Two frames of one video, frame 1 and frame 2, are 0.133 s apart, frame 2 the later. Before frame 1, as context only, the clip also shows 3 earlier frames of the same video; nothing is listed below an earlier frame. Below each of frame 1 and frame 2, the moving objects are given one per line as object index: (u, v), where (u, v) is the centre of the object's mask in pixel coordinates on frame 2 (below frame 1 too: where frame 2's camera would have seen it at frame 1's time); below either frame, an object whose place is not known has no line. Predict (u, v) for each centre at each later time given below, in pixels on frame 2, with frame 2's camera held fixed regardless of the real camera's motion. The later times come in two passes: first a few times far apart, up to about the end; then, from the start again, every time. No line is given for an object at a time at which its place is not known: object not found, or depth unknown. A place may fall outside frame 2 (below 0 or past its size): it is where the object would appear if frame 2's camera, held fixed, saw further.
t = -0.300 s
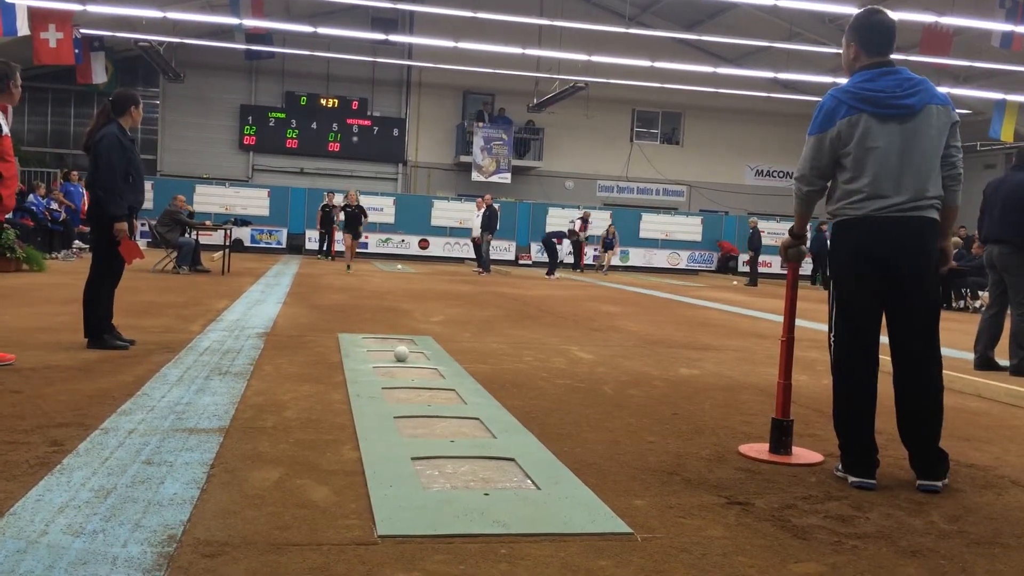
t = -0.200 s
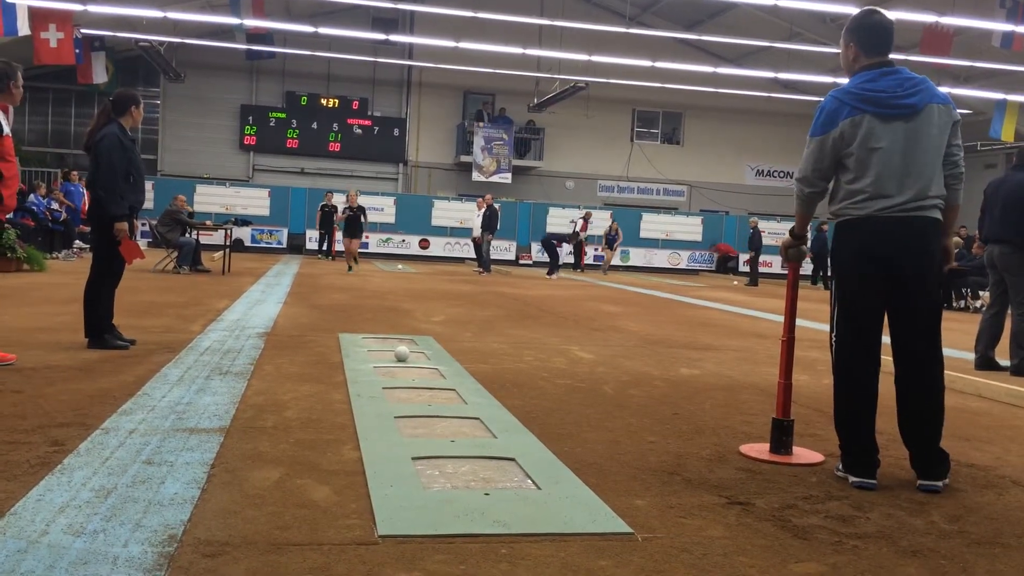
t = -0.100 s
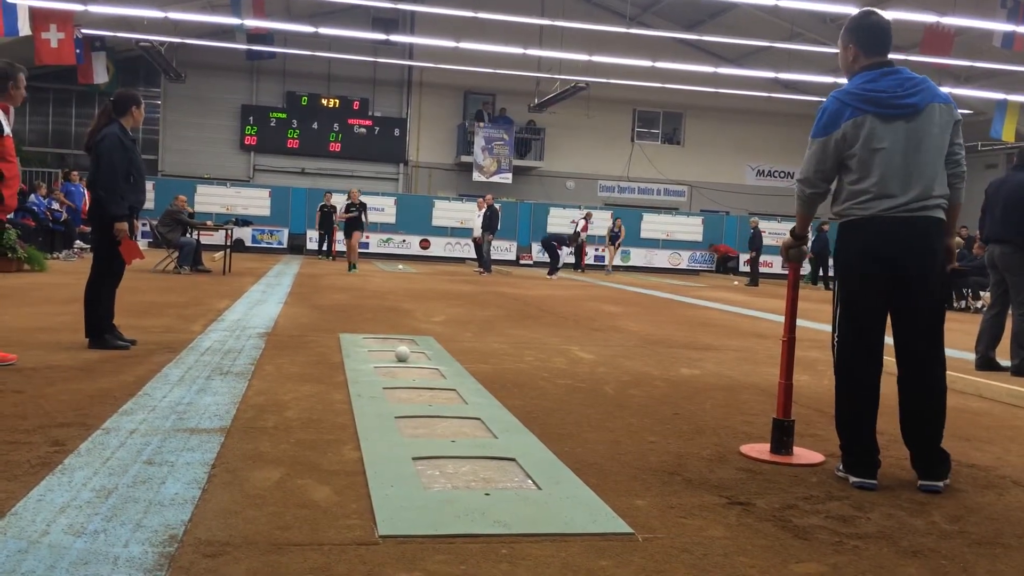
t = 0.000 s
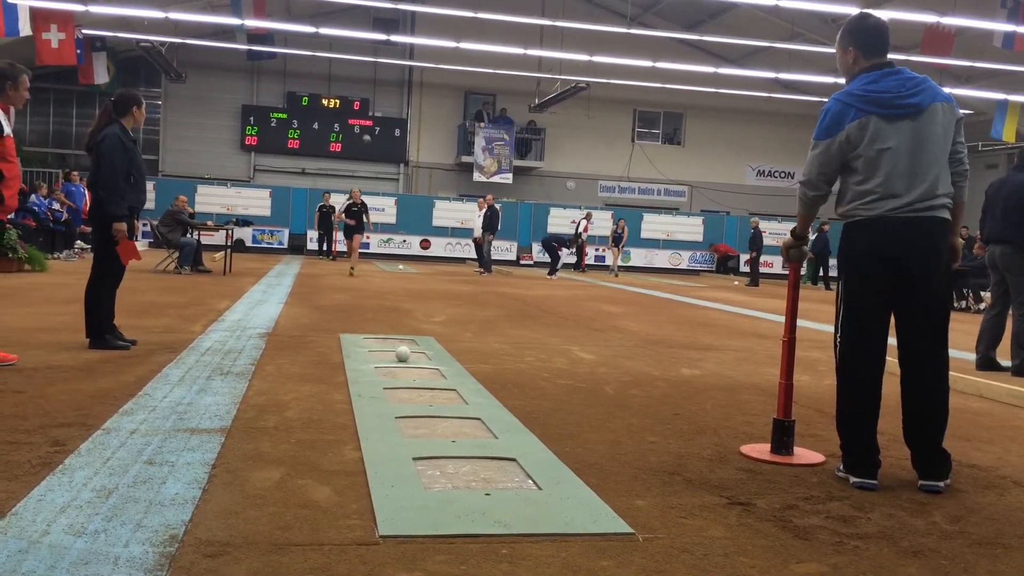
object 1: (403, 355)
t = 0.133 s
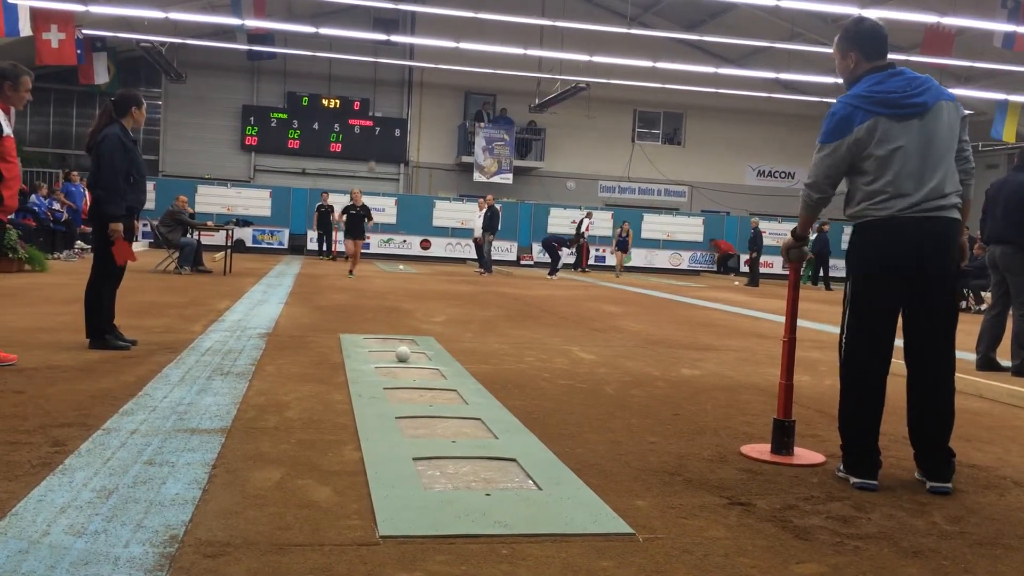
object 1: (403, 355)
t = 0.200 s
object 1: (403, 355)
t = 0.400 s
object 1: (403, 355)
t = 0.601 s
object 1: (480, 362)
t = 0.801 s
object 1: (620, 396)
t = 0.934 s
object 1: (728, 418)
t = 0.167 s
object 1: (403, 355)
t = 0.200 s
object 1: (403, 355)
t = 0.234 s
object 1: (404, 355)
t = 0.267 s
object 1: (404, 355)
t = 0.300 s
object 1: (403, 355)
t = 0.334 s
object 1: (403, 355)
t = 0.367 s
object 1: (403, 355)
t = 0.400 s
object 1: (403, 355)
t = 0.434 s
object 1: (403, 355)
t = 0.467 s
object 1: (403, 354)
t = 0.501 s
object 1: (418, 356)
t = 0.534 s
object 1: (439, 355)
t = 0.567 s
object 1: (459, 358)
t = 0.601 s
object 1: (480, 362)
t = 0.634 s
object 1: (501, 368)
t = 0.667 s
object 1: (524, 378)
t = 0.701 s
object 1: (547, 380)
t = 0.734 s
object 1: (569, 383)
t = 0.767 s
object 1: (595, 390)
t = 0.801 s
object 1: (620, 396)
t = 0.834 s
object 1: (646, 402)
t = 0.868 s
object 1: (673, 407)
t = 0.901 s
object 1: (700, 412)
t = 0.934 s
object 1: (728, 418)
